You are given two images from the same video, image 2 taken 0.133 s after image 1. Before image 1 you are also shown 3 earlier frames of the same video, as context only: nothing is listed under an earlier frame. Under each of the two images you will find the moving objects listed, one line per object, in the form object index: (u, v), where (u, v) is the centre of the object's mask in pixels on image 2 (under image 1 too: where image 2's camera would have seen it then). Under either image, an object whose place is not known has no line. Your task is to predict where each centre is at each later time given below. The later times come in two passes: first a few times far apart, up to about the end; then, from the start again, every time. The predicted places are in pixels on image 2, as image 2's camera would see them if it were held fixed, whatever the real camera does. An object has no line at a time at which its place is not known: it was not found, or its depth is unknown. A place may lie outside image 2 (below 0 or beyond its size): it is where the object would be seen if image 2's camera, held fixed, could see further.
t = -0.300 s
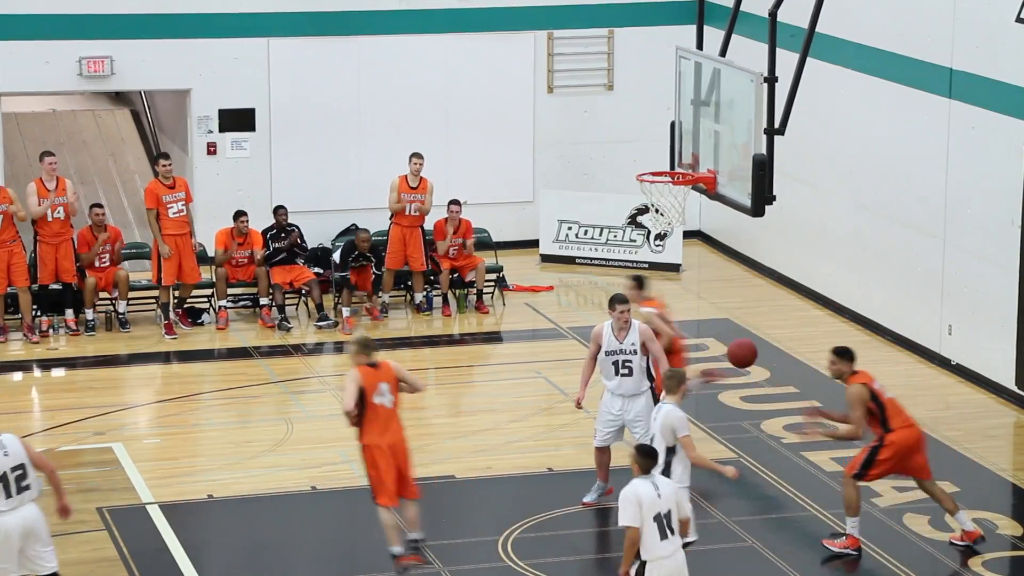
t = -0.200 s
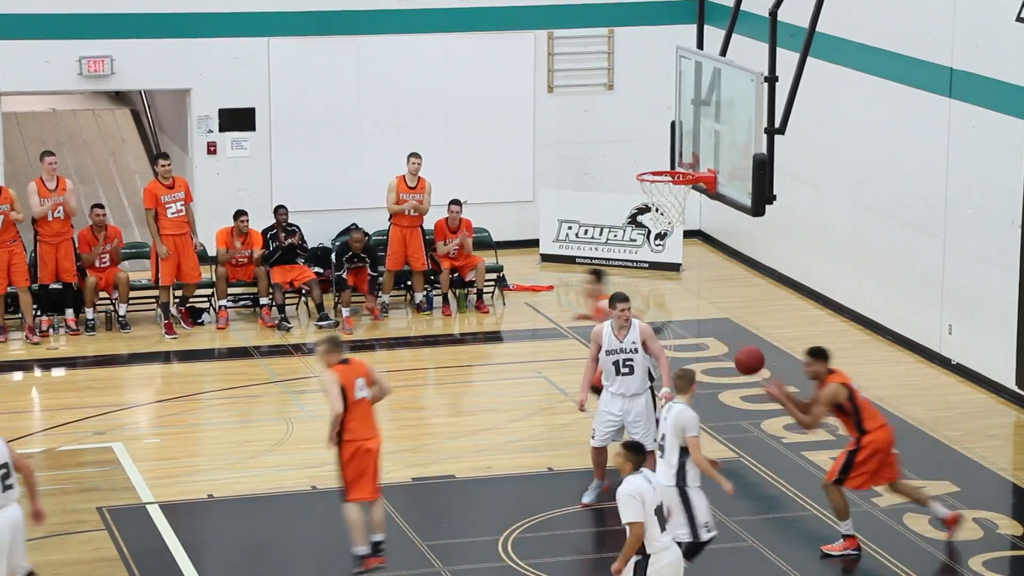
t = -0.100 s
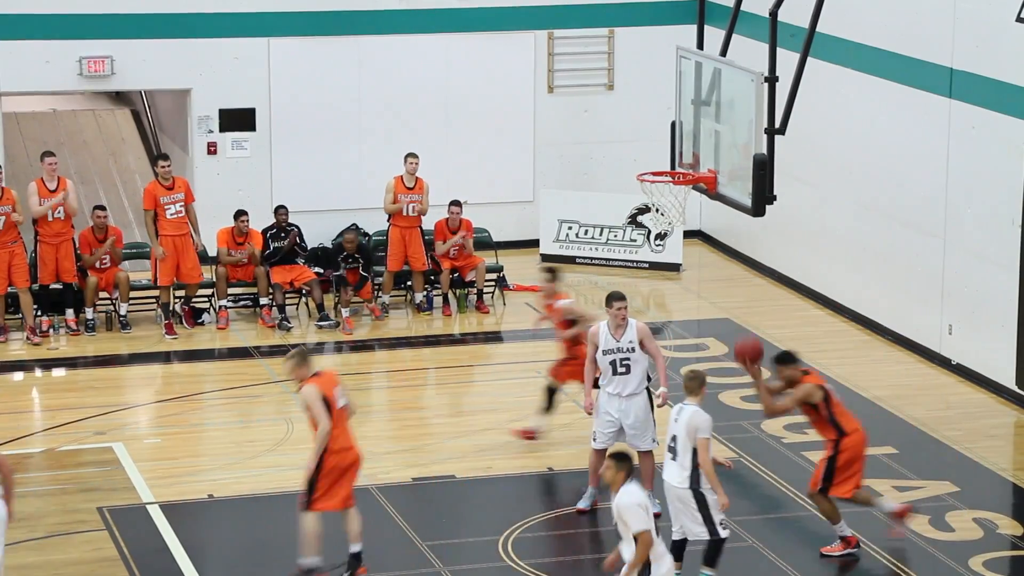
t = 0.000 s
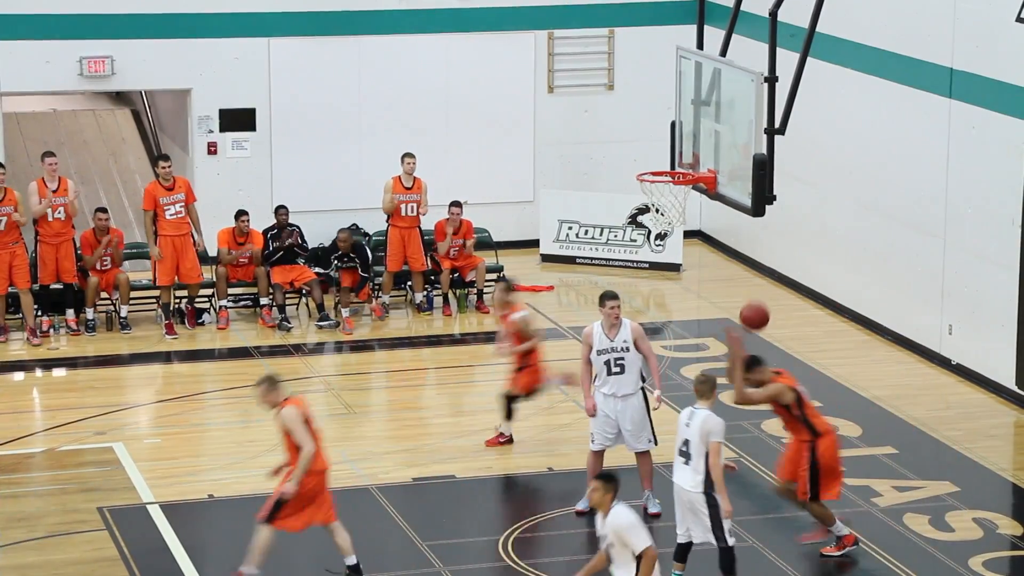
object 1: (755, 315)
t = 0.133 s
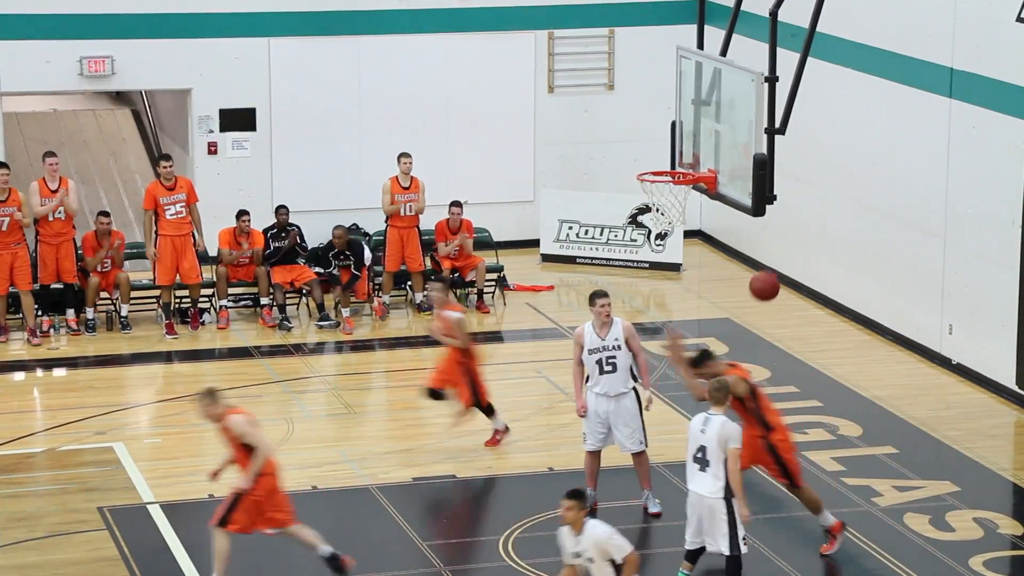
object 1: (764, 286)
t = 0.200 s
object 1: (769, 279)
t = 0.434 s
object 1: (785, 295)
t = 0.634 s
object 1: (797, 364)
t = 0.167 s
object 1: (767, 282)
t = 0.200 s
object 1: (769, 279)
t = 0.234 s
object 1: (771, 277)
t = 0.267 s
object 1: (773, 277)
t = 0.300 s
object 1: (776, 278)
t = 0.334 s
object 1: (778, 280)
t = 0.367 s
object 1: (780, 284)
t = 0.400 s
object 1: (782, 289)
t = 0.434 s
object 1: (785, 295)
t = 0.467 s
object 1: (787, 303)
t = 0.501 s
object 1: (789, 313)
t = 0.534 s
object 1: (791, 323)
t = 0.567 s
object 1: (793, 335)
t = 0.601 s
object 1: (795, 349)
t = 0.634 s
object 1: (797, 364)
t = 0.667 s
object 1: (799, 379)
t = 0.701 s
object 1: (801, 396)
